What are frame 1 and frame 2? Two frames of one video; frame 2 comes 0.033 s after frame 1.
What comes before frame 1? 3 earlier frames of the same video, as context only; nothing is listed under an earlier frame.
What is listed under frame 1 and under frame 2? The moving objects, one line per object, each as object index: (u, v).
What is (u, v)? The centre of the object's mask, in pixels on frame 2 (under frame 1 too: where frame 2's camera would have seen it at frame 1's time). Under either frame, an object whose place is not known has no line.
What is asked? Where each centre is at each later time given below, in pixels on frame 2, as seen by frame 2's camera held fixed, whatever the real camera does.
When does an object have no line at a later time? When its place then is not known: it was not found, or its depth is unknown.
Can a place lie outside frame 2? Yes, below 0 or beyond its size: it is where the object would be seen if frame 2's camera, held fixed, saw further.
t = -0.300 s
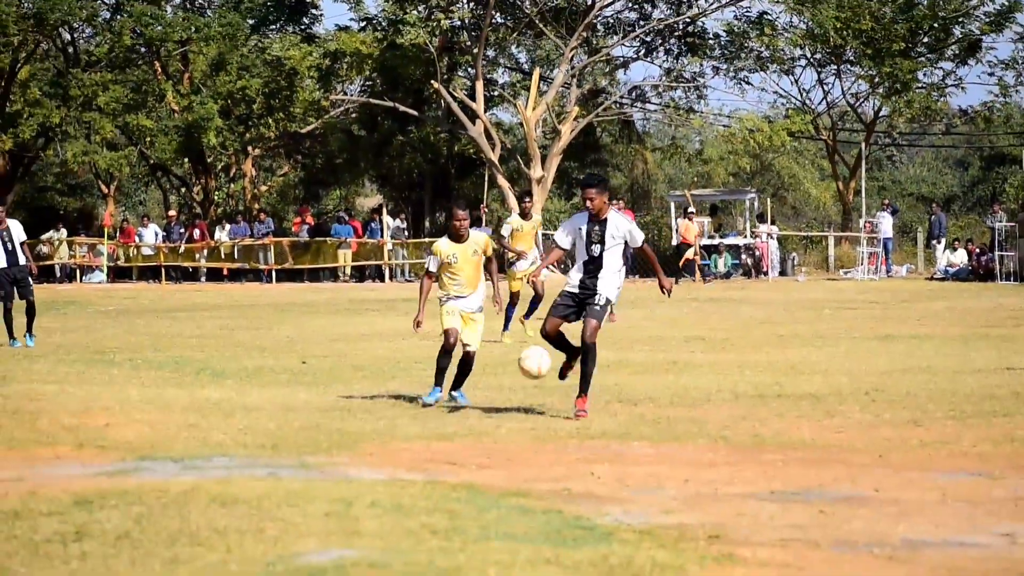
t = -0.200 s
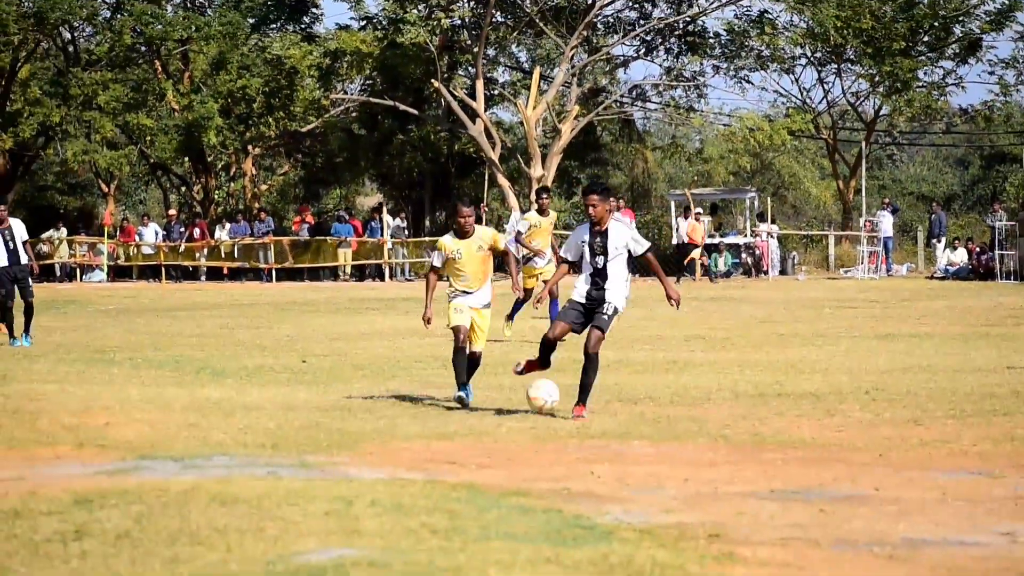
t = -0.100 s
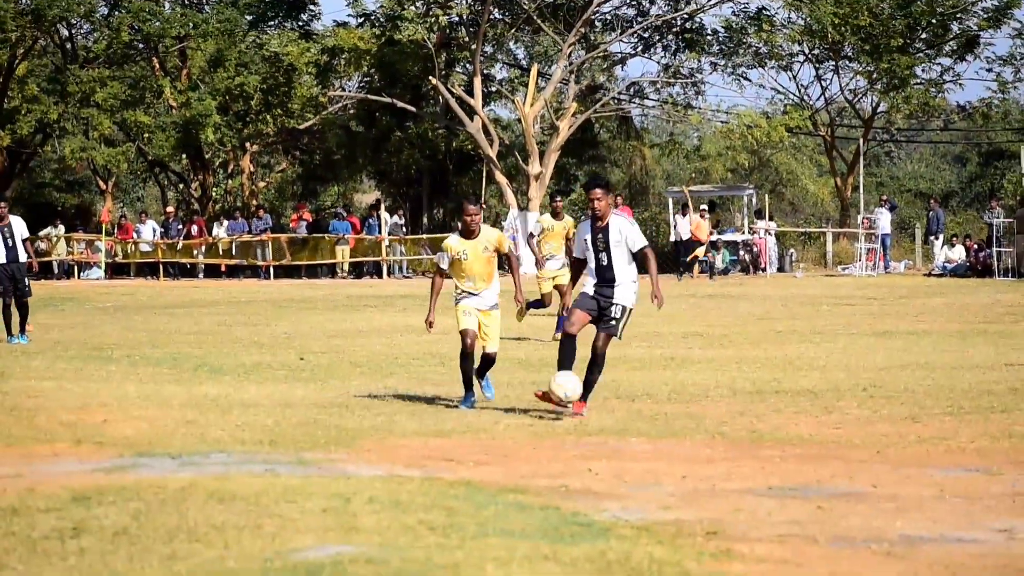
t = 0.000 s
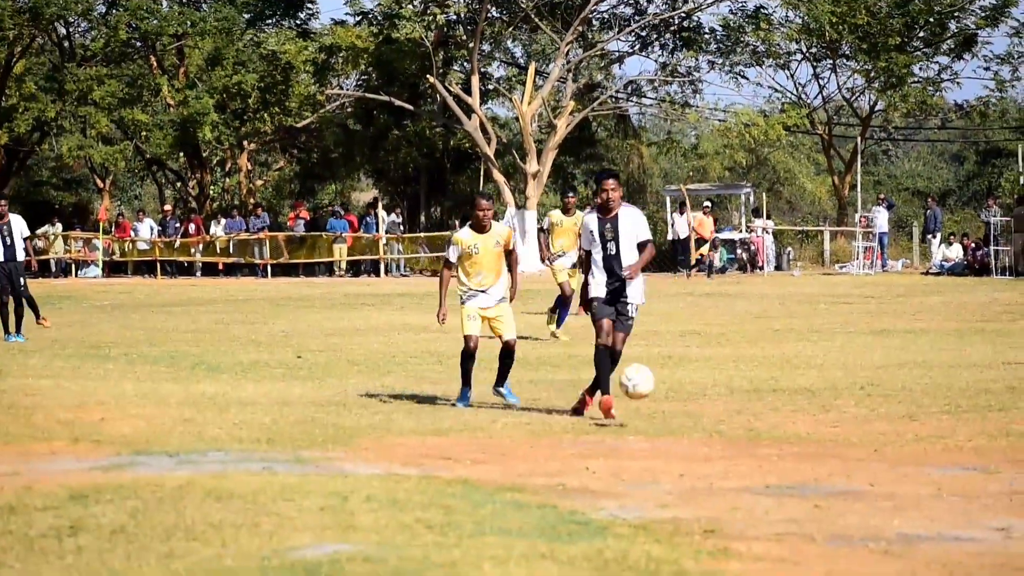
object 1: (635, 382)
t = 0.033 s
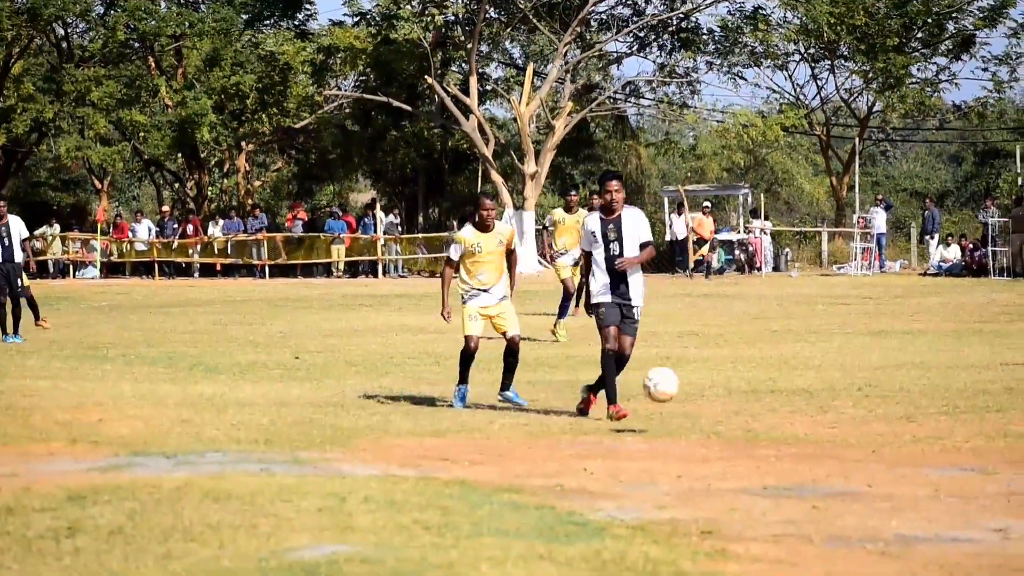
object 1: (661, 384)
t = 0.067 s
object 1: (688, 389)
